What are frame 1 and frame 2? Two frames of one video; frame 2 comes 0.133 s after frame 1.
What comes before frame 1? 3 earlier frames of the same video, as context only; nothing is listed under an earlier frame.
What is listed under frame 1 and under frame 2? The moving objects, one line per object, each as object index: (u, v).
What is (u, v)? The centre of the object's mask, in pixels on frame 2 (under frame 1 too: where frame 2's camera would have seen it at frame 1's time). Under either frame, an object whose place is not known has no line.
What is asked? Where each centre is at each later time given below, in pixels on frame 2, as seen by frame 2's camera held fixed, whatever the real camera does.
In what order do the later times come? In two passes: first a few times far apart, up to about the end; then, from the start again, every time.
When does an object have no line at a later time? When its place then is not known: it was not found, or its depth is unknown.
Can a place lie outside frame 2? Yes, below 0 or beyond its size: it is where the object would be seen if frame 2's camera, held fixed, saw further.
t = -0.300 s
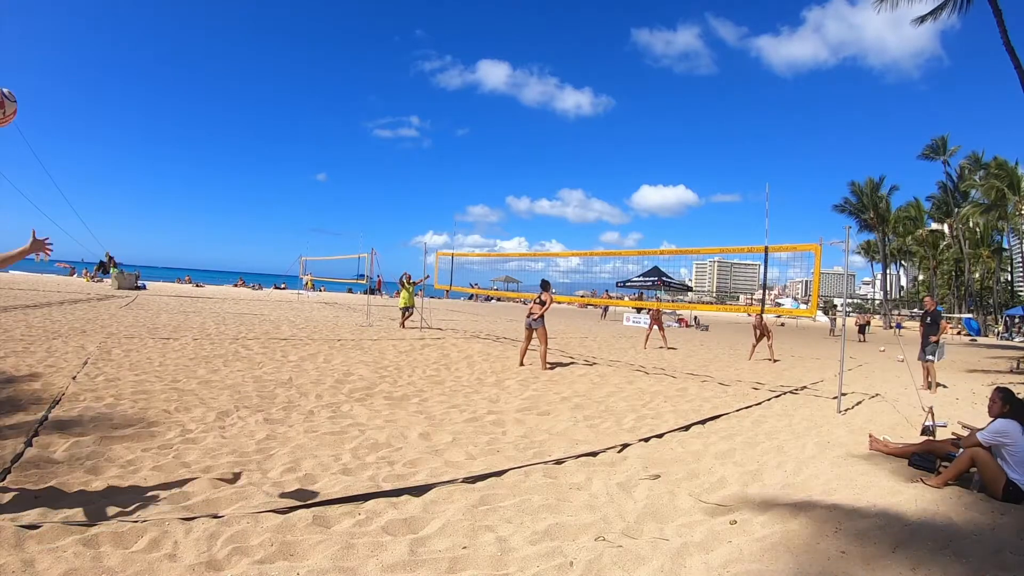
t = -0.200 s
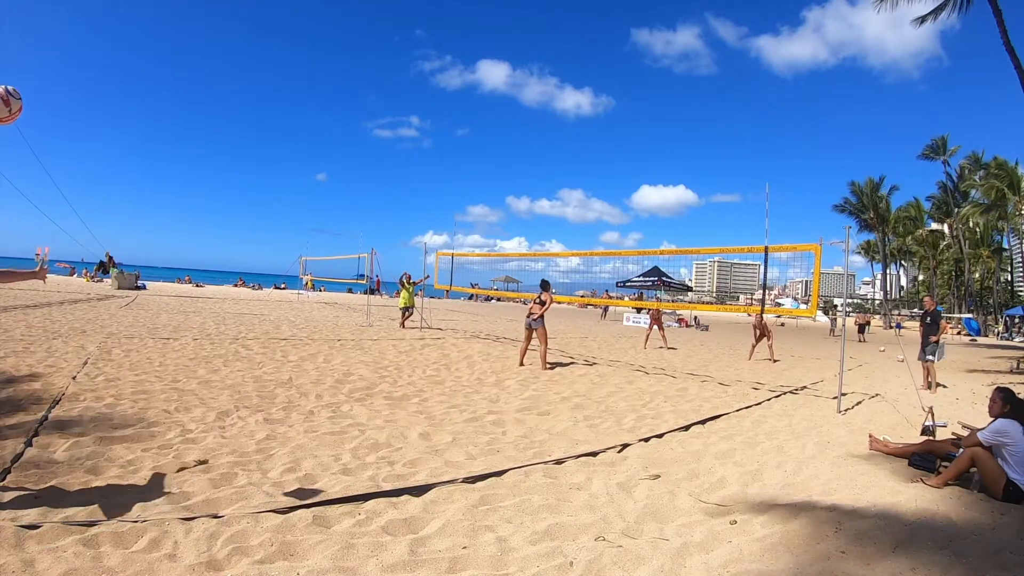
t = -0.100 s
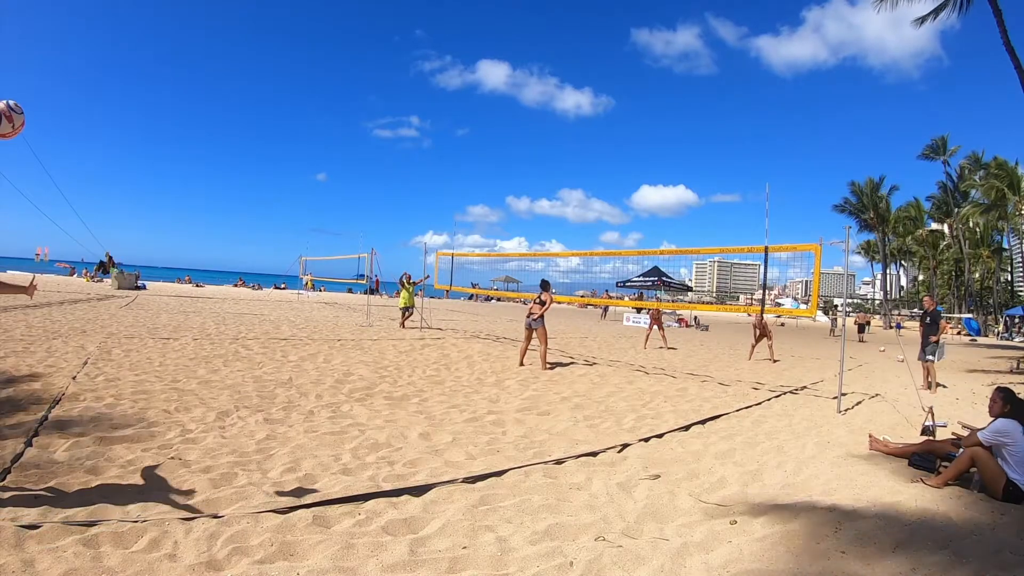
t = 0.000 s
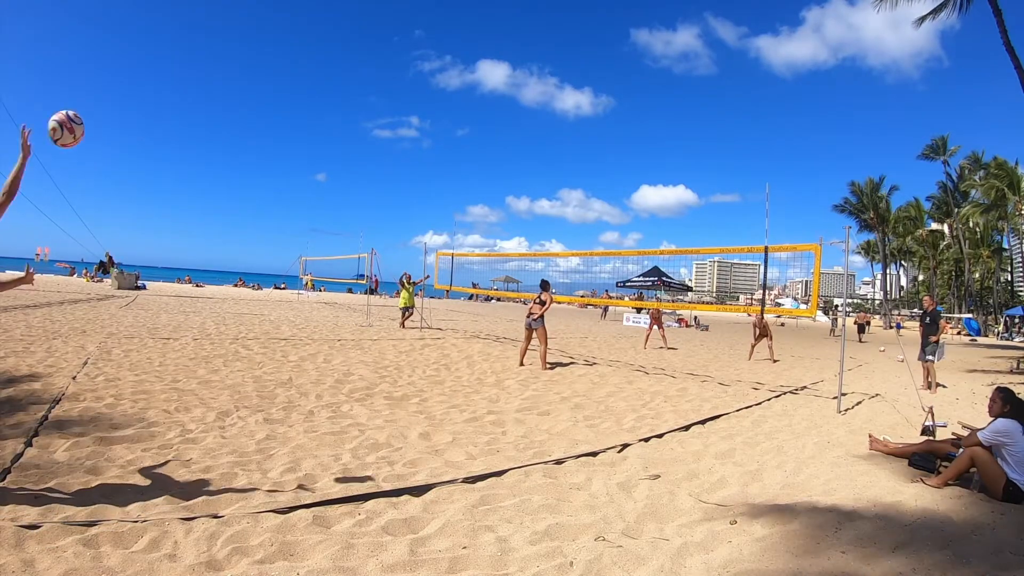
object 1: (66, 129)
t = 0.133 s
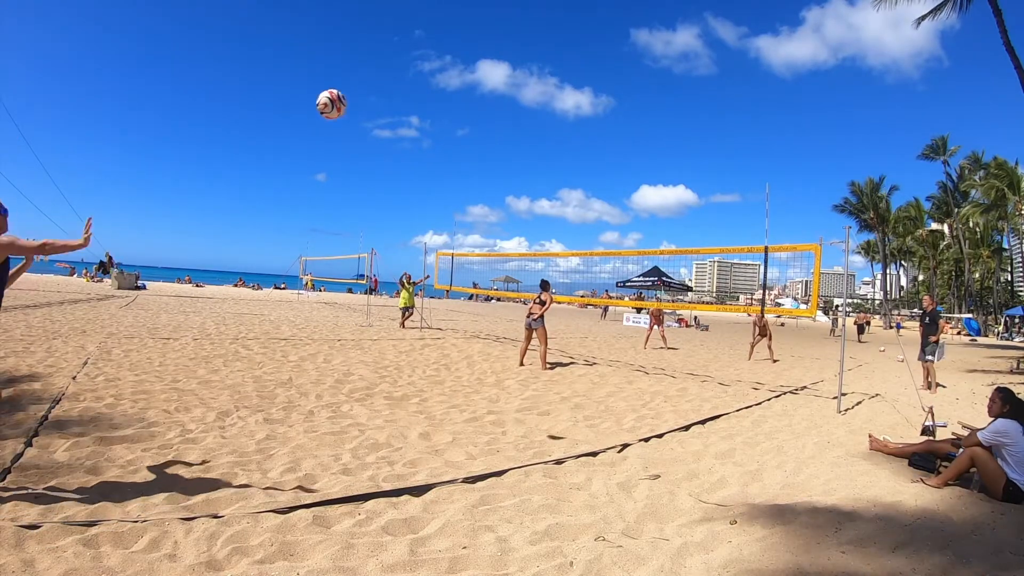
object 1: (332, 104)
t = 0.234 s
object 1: (465, 112)
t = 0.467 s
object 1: (633, 153)
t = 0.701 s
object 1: (712, 201)
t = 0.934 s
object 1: (759, 251)
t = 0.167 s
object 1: (382, 105)
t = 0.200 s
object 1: (427, 108)
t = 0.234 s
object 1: (465, 112)
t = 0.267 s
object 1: (499, 116)
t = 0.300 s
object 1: (529, 122)
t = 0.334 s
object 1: (555, 127)
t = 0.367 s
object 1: (578, 134)
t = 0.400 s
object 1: (599, 140)
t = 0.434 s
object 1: (617, 146)
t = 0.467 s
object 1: (633, 153)
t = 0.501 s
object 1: (648, 159)
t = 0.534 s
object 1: (661, 166)
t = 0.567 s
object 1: (673, 173)
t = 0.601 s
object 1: (684, 179)
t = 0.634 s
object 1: (695, 186)
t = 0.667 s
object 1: (704, 193)
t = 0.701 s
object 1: (712, 201)
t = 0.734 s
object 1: (721, 208)
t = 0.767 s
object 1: (728, 215)
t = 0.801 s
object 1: (735, 222)
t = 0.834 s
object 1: (741, 229)
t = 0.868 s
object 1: (748, 236)
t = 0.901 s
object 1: (754, 242)
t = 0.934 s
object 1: (759, 251)
